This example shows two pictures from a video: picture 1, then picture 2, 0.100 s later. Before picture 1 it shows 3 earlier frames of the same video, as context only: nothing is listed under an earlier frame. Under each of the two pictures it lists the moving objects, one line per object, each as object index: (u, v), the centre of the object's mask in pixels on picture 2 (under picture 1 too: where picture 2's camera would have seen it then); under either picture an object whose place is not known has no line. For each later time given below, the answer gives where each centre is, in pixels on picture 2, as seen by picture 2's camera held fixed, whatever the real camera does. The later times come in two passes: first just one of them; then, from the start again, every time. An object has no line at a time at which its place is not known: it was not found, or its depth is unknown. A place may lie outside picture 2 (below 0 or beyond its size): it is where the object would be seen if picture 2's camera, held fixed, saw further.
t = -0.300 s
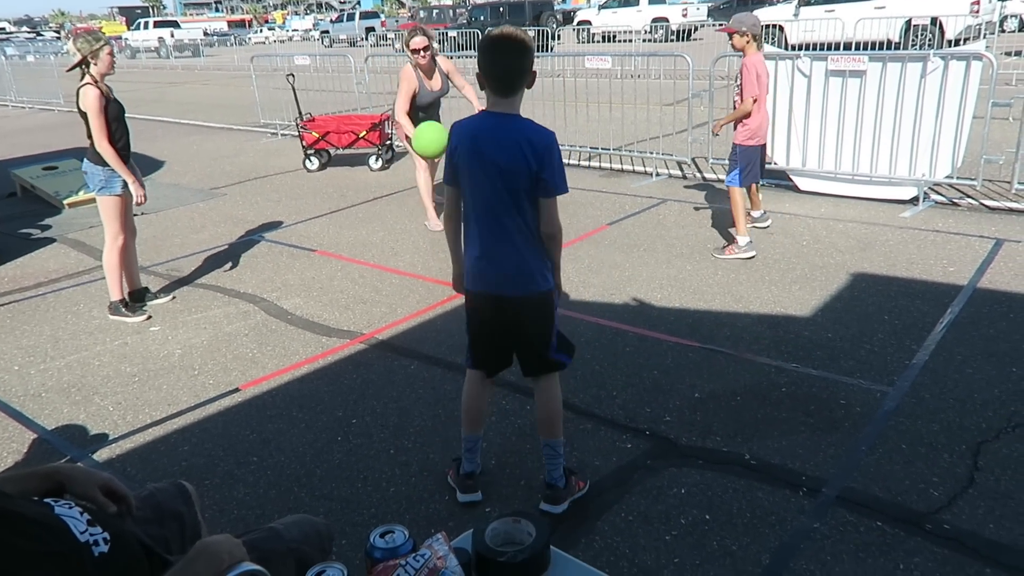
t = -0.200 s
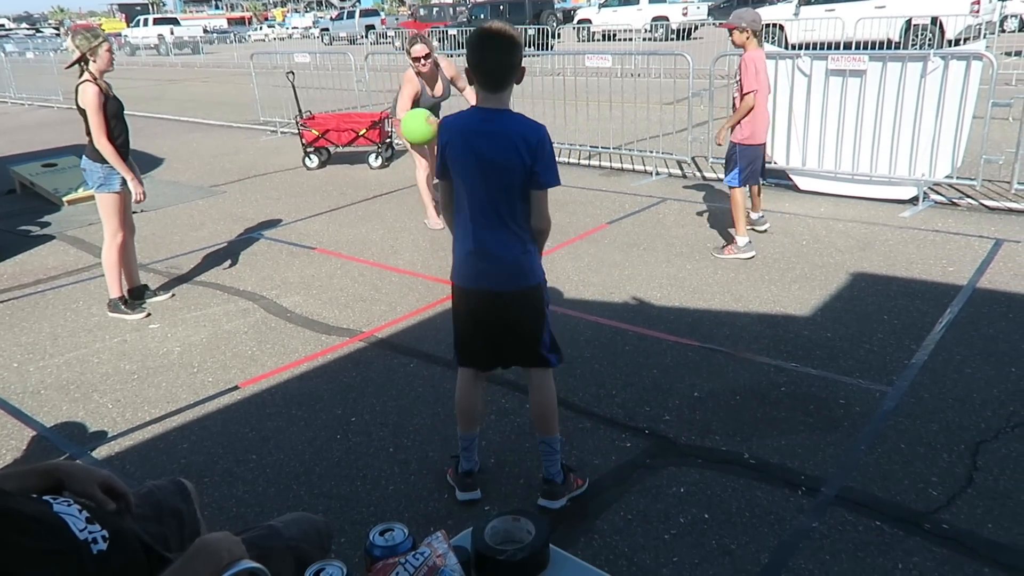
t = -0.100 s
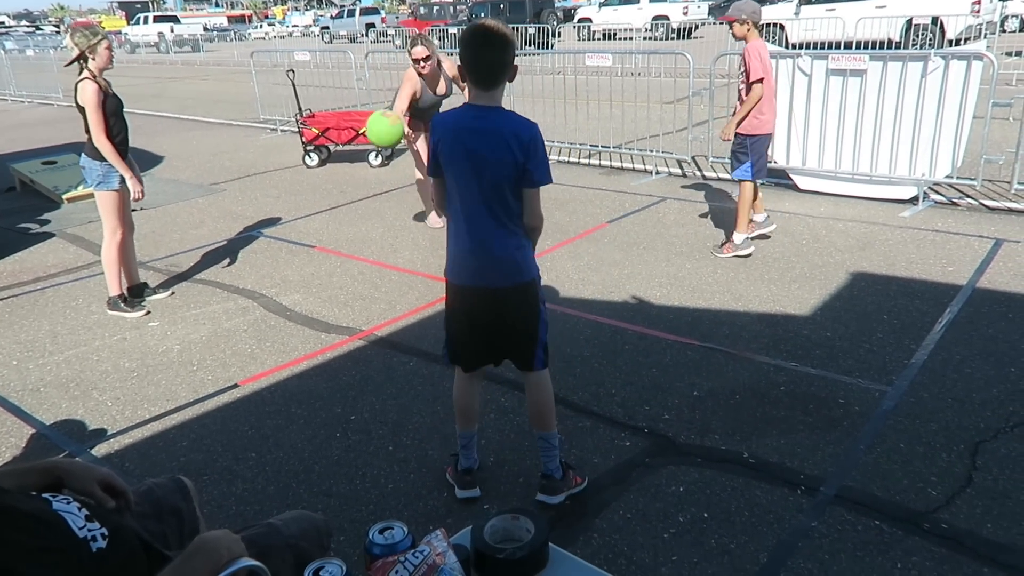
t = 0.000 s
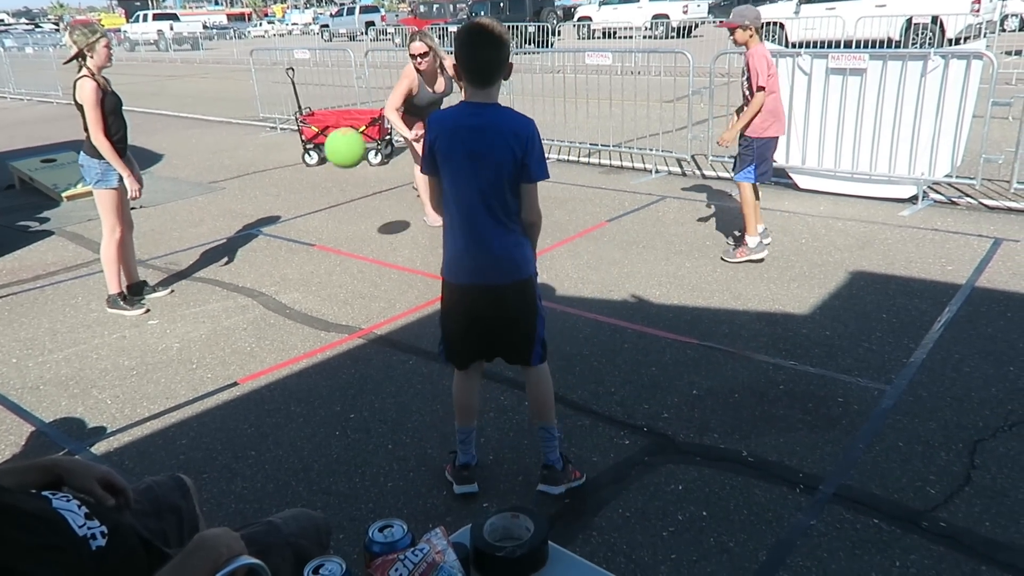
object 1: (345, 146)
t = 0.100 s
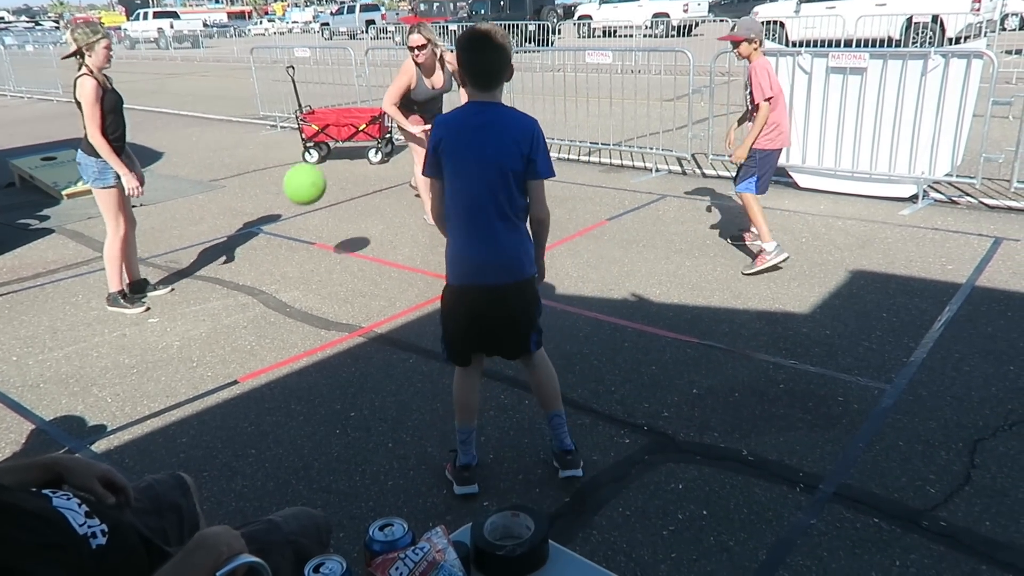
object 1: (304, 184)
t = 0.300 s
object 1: (224, 281)
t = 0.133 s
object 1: (291, 201)
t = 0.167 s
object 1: (276, 219)
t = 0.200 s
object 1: (263, 241)
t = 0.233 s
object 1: (249, 264)
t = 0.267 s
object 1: (236, 290)
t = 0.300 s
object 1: (224, 281)
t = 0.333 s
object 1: (210, 266)
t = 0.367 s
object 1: (196, 252)
